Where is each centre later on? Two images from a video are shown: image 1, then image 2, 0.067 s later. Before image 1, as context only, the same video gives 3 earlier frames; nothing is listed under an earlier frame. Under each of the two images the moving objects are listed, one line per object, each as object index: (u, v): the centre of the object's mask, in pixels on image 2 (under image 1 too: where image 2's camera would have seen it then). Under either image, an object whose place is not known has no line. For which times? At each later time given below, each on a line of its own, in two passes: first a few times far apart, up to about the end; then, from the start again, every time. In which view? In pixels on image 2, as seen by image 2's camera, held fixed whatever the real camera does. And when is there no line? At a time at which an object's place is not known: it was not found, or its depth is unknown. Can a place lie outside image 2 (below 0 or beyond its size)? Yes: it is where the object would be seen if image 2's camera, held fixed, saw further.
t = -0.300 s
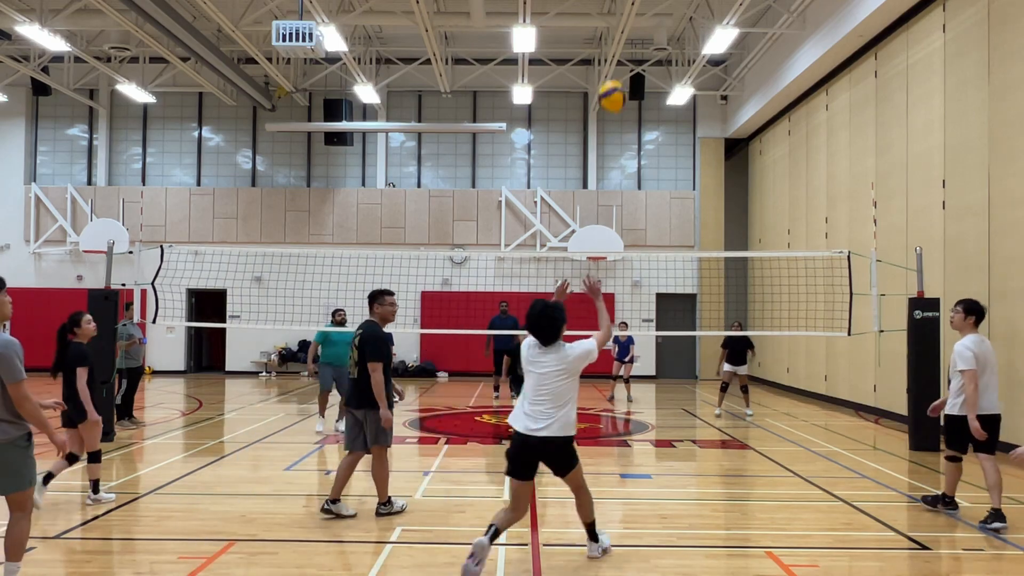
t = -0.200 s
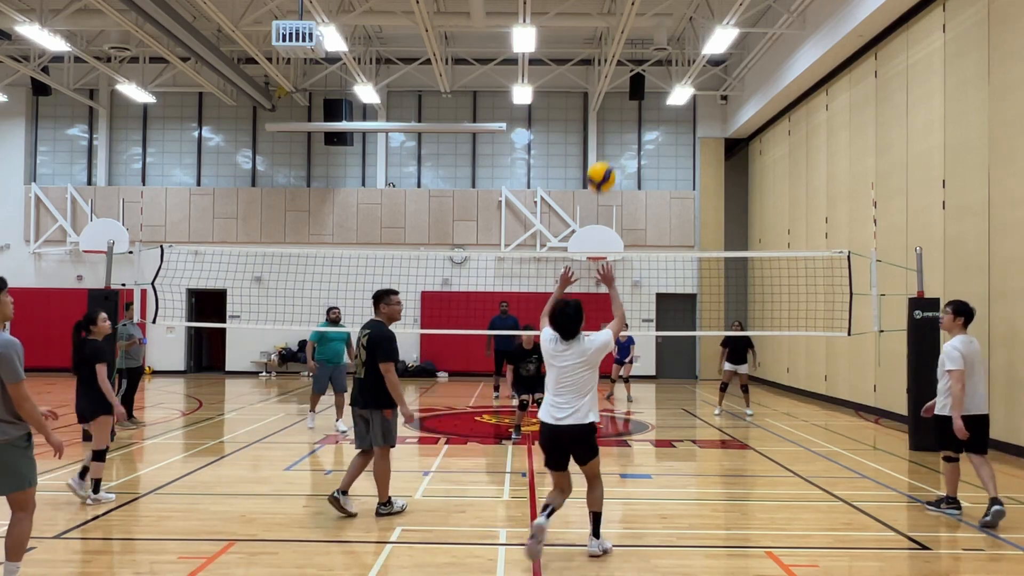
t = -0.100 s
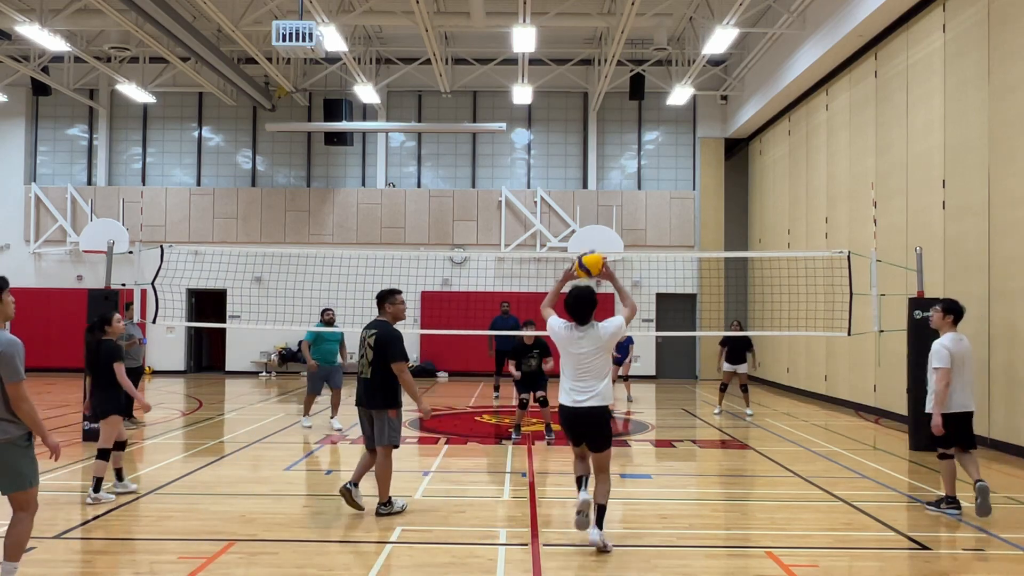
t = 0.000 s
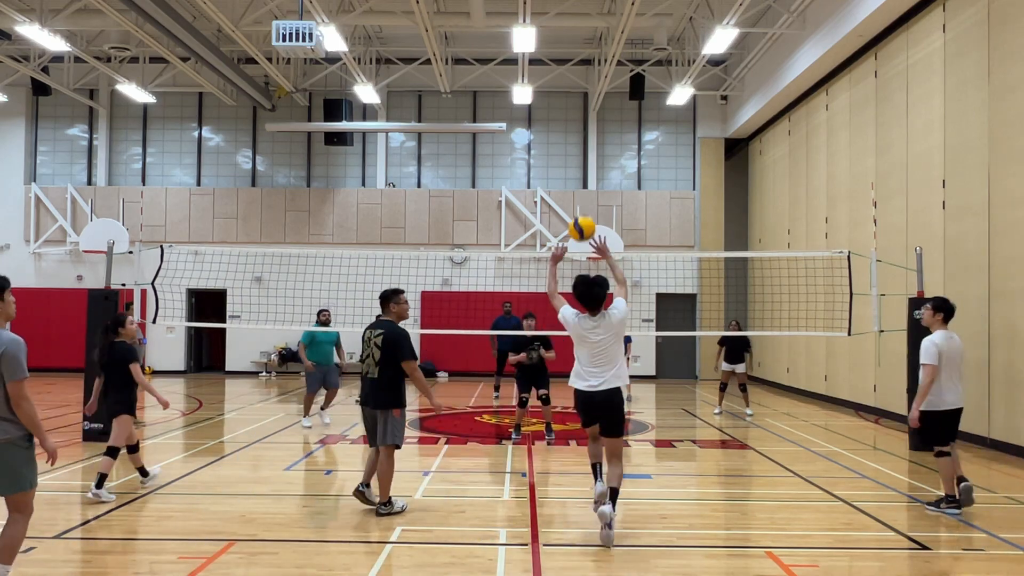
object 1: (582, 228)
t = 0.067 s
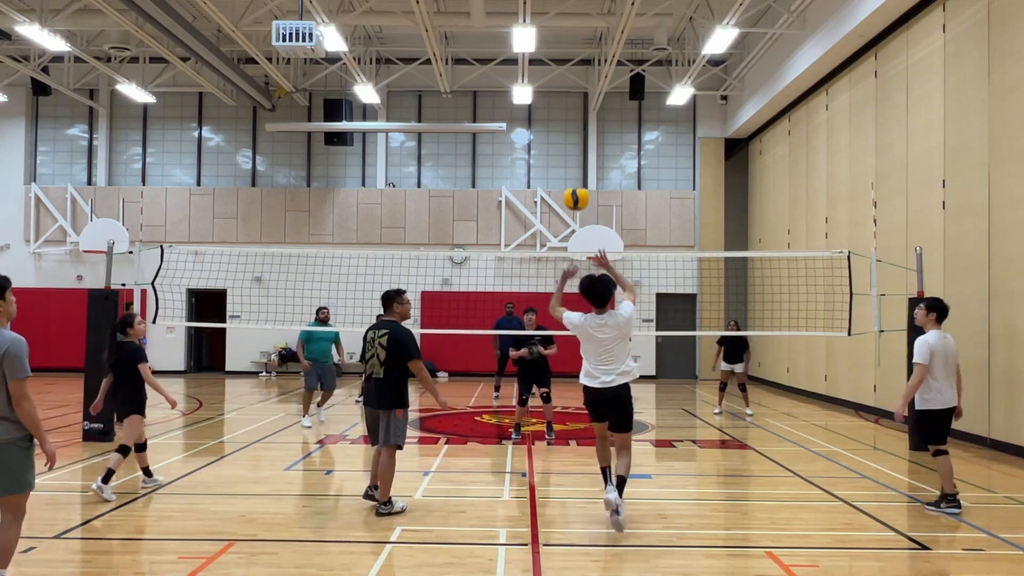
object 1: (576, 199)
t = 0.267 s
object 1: (566, 156)
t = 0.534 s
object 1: (557, 169)
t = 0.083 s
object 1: (575, 192)
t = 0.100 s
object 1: (574, 187)
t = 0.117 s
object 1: (573, 182)
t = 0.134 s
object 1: (572, 177)
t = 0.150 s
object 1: (571, 173)
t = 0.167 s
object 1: (570, 169)
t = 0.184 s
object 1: (569, 166)
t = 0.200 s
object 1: (568, 163)
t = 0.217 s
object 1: (568, 161)
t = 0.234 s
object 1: (567, 159)
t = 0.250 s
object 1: (566, 157)
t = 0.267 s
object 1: (566, 156)
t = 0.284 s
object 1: (565, 155)
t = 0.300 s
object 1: (565, 154)
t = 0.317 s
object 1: (564, 154)
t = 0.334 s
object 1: (564, 154)
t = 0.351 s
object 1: (563, 154)
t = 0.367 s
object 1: (563, 154)
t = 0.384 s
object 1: (562, 154)
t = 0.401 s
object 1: (561, 155)
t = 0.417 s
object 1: (561, 156)
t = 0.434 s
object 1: (561, 157)
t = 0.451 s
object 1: (560, 159)
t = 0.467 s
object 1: (559, 160)
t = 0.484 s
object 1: (559, 162)
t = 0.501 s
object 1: (558, 164)
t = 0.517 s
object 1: (558, 166)
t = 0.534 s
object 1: (557, 169)
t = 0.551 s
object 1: (557, 171)
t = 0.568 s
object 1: (556, 174)
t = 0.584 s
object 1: (555, 177)
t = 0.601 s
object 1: (555, 180)
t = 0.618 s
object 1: (554, 184)
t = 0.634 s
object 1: (554, 187)
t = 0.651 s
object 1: (554, 190)
